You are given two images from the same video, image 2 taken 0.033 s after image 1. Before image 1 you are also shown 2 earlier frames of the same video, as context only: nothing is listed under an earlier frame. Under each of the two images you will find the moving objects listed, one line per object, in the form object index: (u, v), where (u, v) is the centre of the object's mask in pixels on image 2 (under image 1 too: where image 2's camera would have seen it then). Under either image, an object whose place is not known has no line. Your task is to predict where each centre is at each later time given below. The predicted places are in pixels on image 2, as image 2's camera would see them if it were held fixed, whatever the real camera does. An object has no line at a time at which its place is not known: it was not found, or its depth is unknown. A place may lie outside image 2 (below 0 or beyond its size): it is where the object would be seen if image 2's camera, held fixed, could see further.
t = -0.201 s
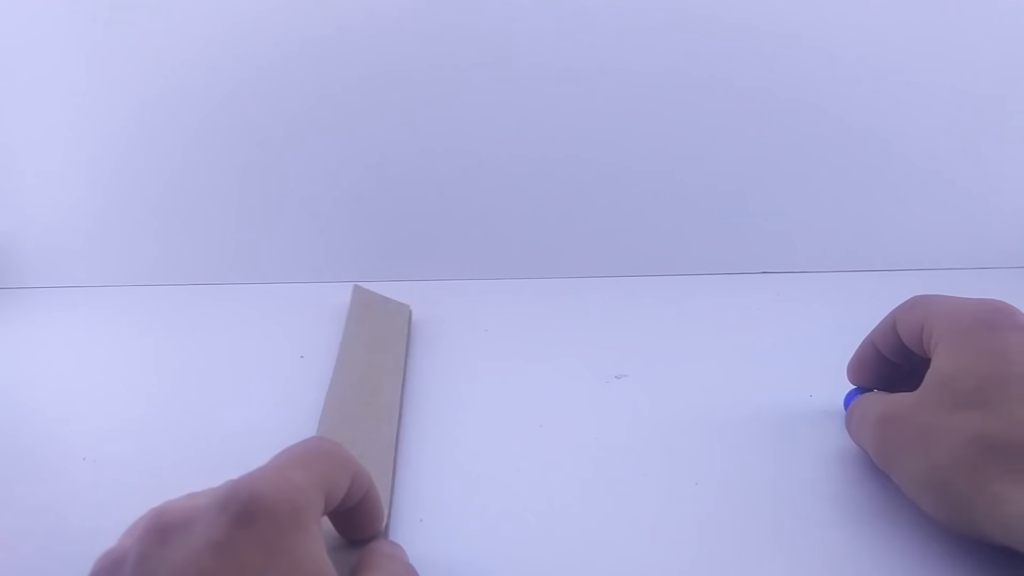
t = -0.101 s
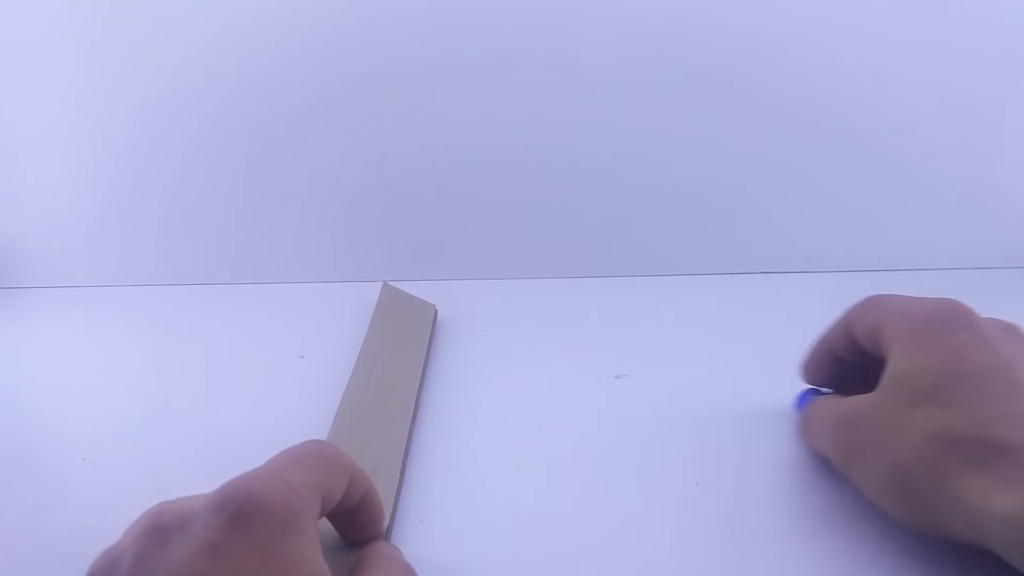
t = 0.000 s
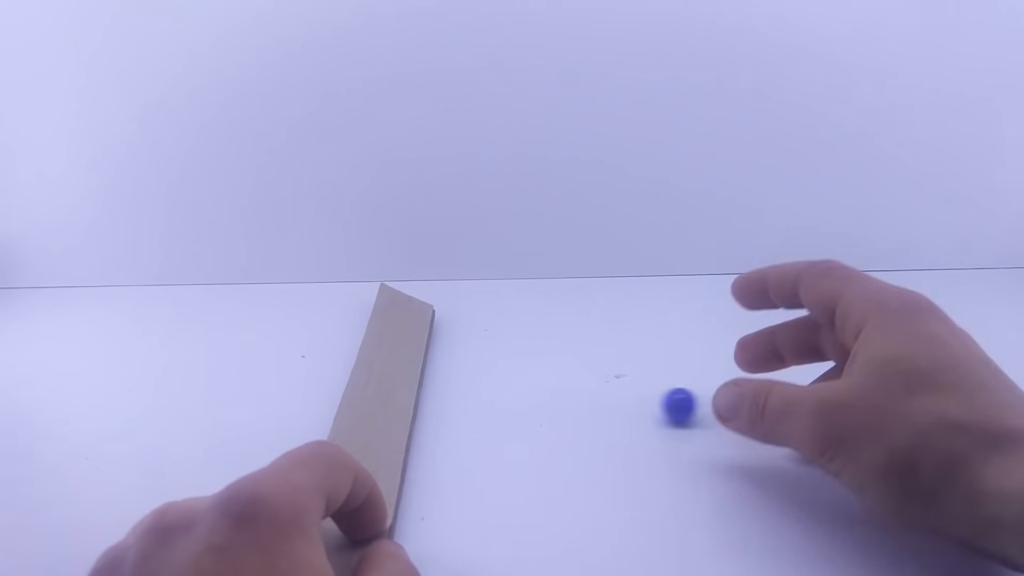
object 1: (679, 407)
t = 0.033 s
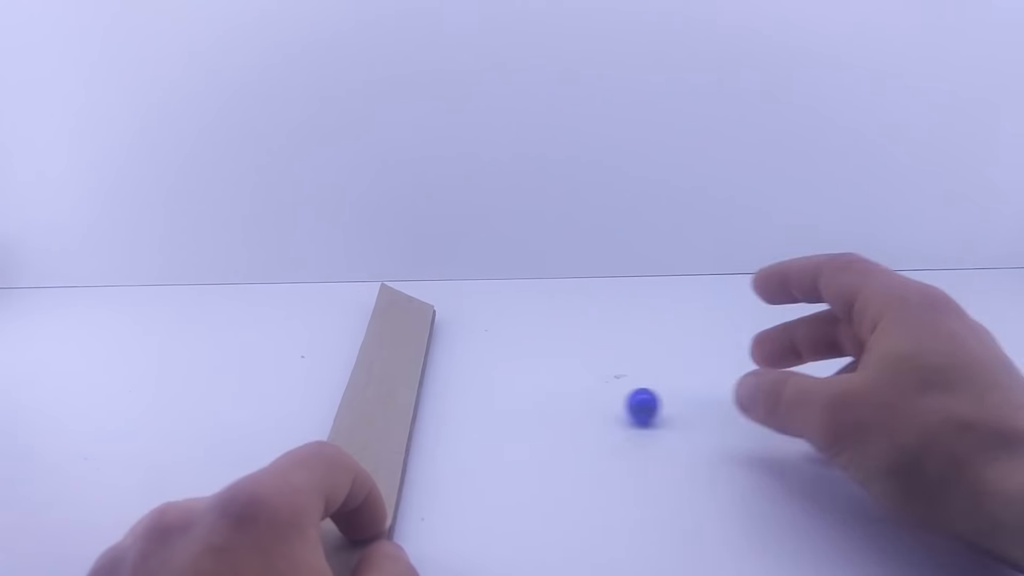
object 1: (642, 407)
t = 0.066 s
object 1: (609, 408)
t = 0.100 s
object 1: (576, 407)
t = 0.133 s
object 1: (543, 407)
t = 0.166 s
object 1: (510, 408)
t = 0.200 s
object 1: (477, 409)
